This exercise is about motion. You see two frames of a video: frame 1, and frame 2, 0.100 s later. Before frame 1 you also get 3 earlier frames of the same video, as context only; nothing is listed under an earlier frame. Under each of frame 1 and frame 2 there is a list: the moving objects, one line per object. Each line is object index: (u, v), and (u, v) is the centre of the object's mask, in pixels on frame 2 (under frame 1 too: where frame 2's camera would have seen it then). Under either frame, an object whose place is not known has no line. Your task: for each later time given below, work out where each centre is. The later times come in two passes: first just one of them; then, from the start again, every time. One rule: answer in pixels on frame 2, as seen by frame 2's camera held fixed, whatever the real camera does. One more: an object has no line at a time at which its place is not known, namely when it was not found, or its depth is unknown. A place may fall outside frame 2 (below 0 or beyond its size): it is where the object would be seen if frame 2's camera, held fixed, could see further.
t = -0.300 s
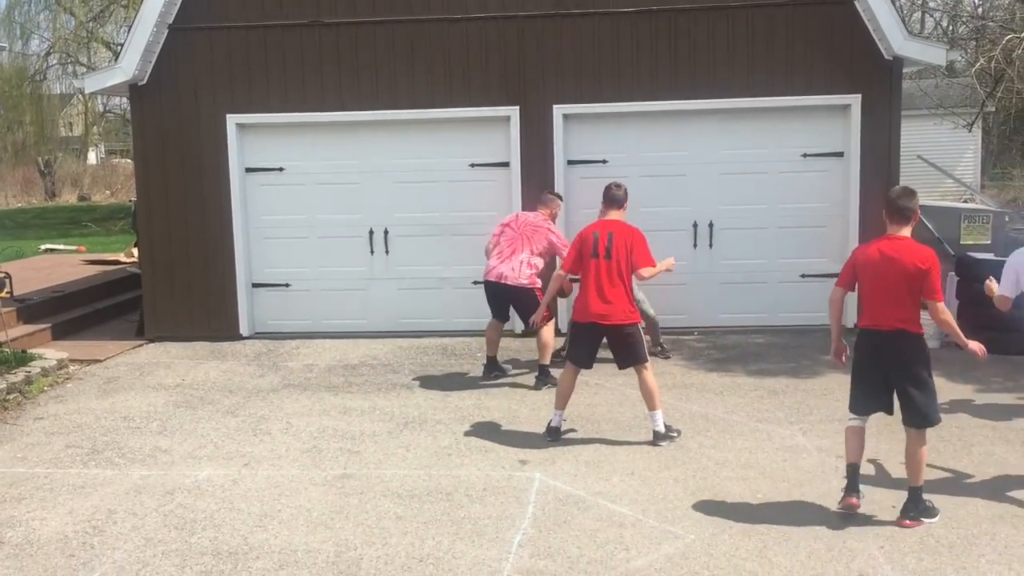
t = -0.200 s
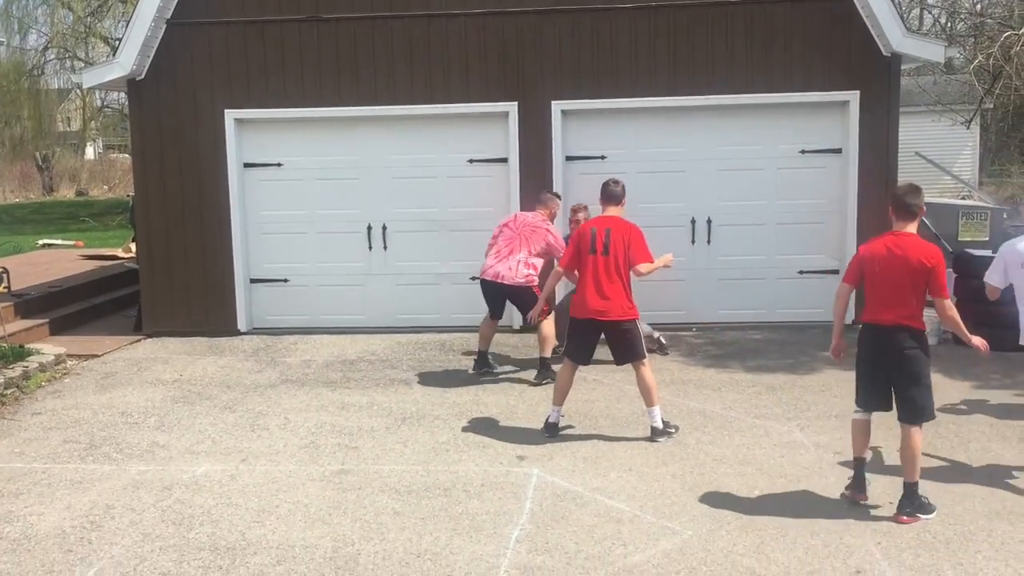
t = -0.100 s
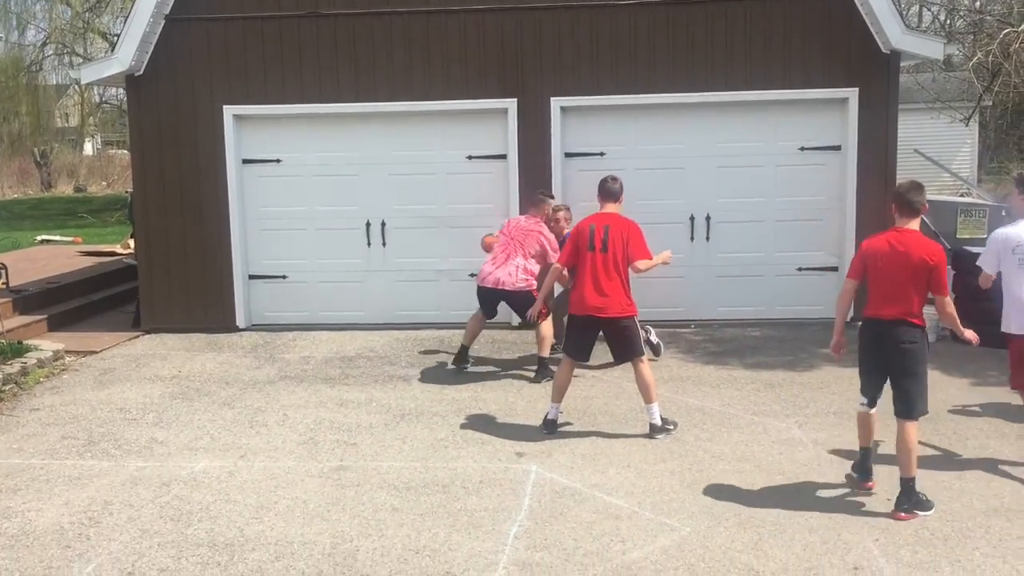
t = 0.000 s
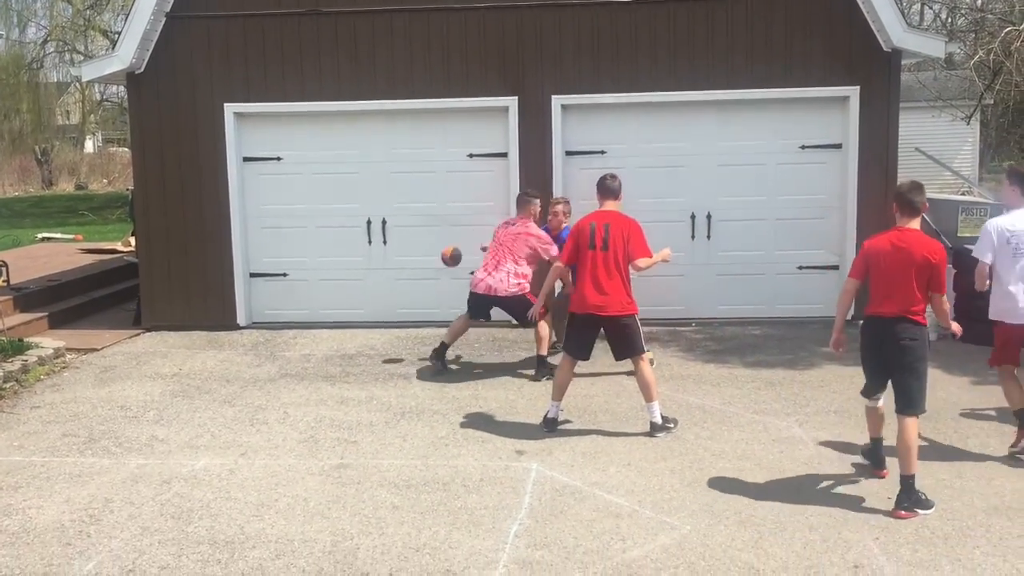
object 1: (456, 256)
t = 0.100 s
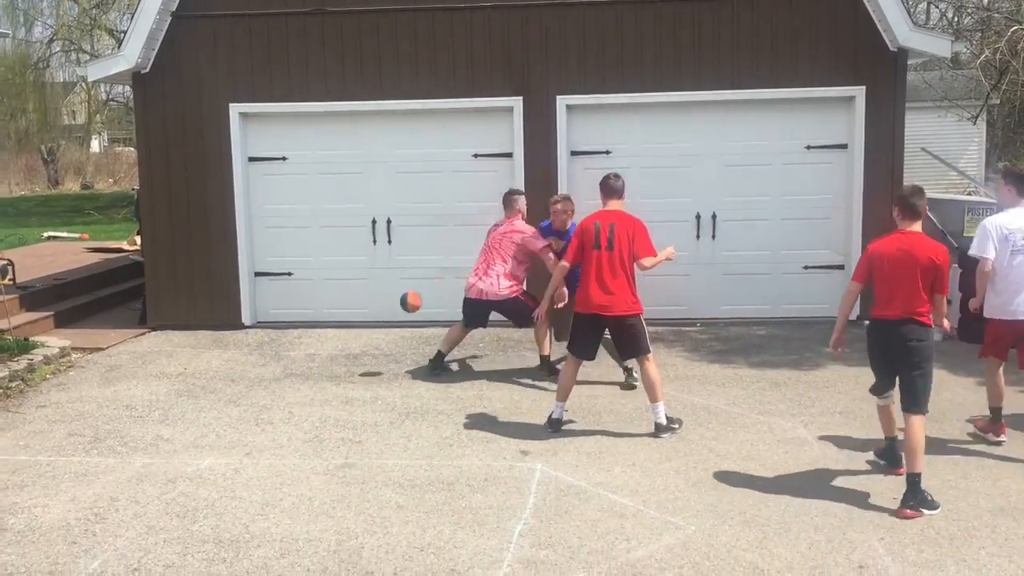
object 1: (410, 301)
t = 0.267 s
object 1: (340, 366)
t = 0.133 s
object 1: (395, 320)
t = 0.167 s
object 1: (378, 341)
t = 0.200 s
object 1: (361, 364)
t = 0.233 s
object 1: (346, 380)
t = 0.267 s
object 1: (340, 366)
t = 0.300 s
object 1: (333, 353)
